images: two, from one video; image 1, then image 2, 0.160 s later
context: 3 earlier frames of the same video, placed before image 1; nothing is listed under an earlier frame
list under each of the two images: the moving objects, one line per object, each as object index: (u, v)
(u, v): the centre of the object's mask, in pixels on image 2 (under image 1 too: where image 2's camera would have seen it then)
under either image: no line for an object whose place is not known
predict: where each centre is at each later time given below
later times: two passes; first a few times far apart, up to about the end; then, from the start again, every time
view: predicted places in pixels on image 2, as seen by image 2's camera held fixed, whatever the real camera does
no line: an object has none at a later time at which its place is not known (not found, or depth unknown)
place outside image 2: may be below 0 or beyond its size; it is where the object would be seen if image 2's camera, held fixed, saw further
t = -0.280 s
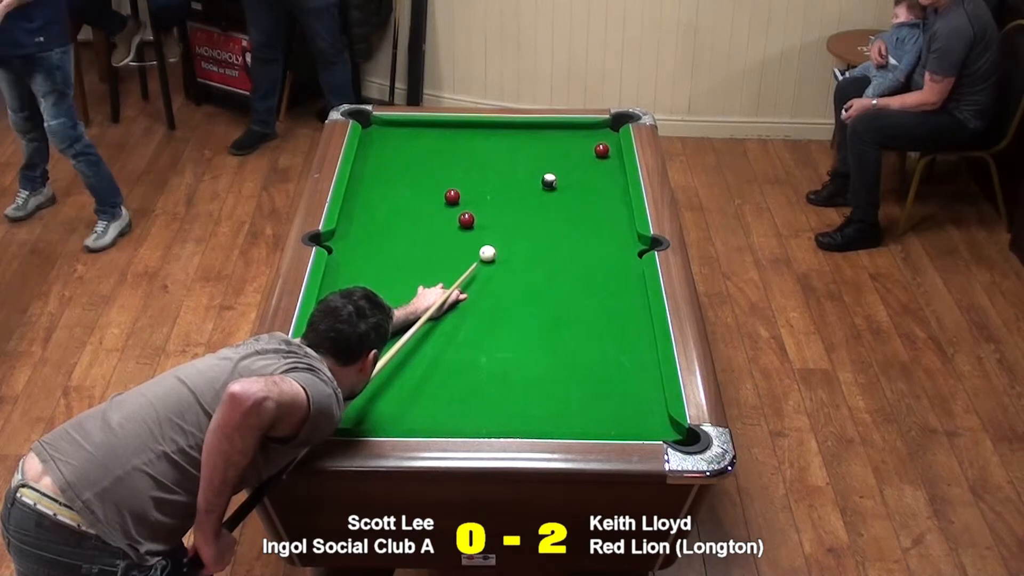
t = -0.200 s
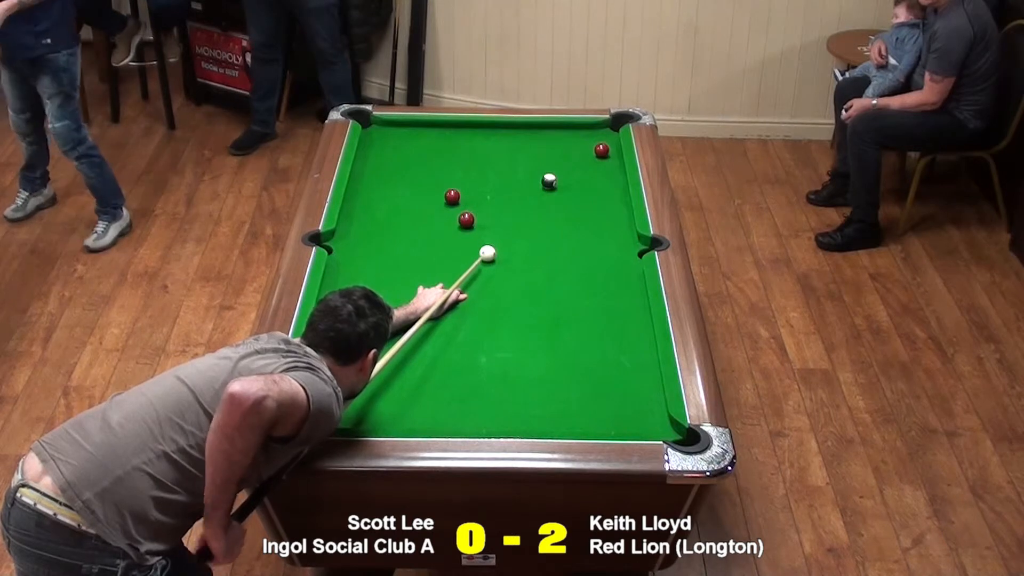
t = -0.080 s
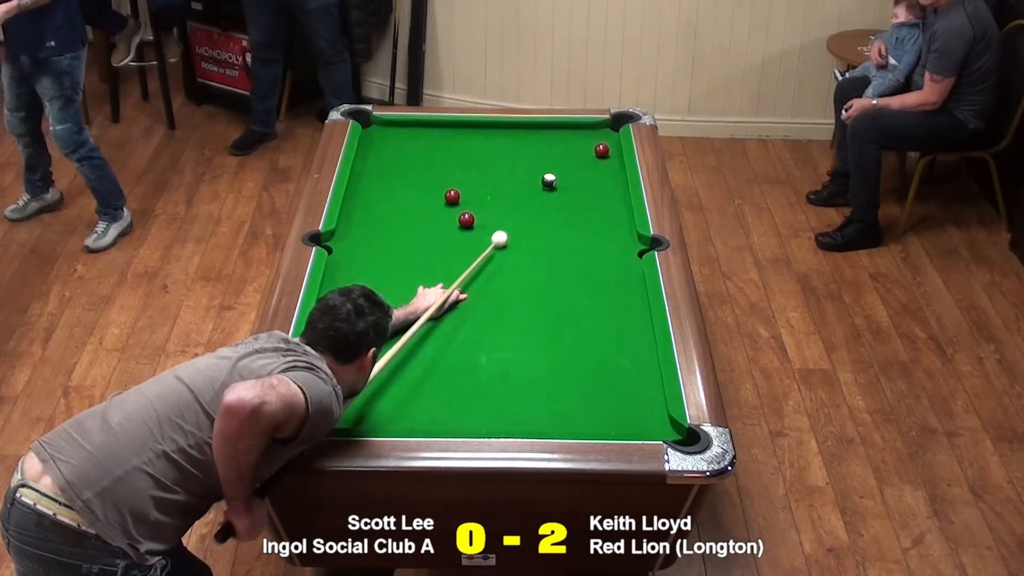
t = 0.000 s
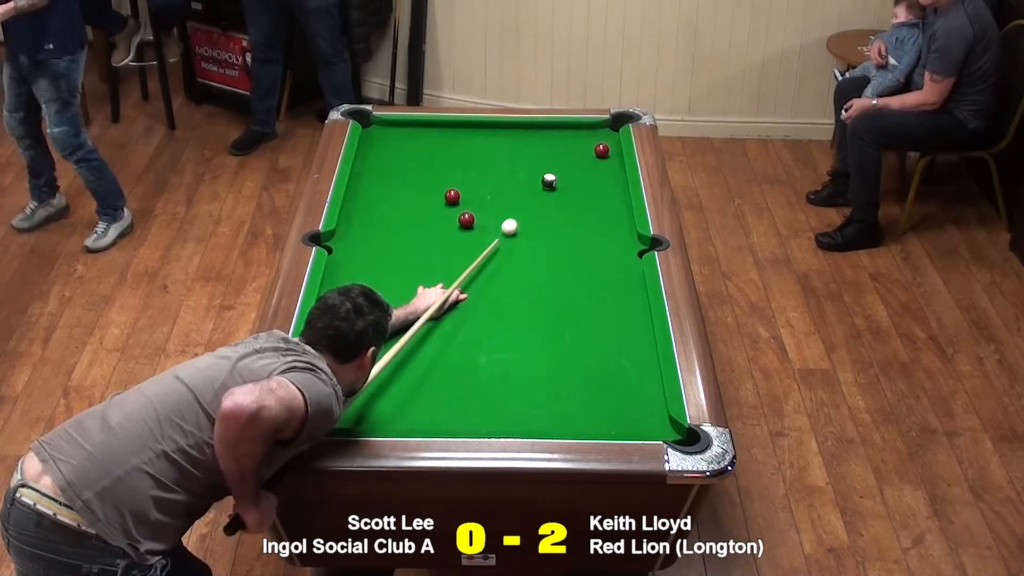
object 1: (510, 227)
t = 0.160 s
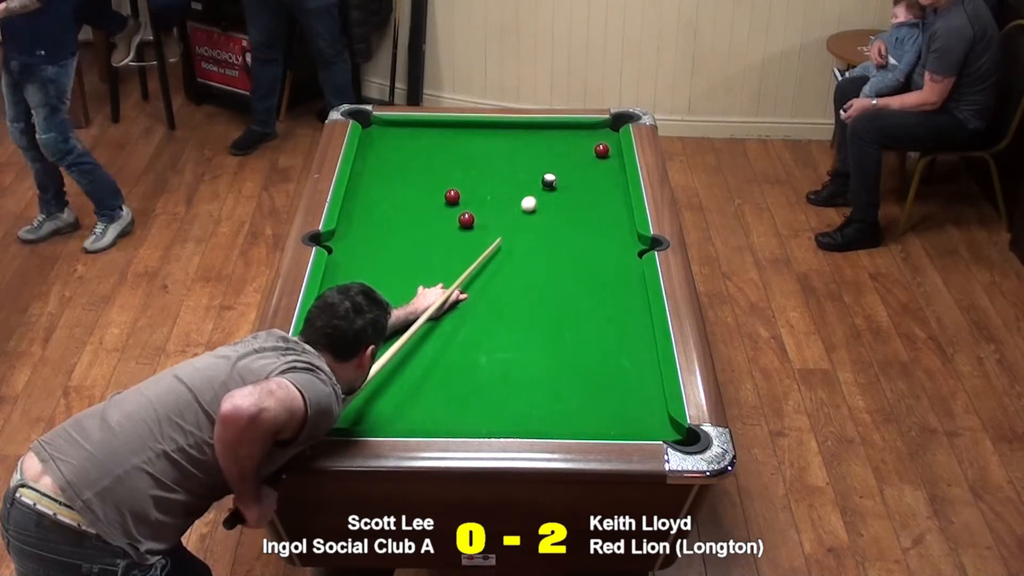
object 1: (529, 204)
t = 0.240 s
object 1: (538, 193)
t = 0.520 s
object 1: (540, 184)
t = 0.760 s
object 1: (539, 178)
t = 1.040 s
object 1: (539, 173)
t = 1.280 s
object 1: (539, 170)
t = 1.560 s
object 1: (538, 167)
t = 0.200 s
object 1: (533, 198)
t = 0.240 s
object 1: (538, 193)
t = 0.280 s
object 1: (542, 188)
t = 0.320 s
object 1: (541, 188)
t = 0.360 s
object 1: (540, 187)
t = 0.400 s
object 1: (540, 186)
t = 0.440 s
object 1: (540, 185)
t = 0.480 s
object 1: (540, 185)
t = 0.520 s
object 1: (540, 184)
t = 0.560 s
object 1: (540, 183)
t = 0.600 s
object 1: (540, 182)
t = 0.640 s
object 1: (540, 181)
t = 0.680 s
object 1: (540, 180)
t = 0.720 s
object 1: (540, 179)
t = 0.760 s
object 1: (539, 178)
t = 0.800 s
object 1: (539, 178)
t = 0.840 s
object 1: (539, 177)
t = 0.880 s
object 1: (539, 176)
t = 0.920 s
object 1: (539, 175)
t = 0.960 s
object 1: (539, 175)
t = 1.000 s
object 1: (539, 174)
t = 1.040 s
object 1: (539, 173)
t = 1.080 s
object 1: (539, 173)
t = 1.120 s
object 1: (539, 172)
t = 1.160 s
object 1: (539, 171)
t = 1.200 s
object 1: (539, 171)
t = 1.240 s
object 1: (539, 170)
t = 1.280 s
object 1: (539, 170)
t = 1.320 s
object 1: (538, 169)
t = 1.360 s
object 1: (538, 169)
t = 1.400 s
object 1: (538, 168)
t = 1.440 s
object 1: (538, 168)
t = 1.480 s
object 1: (538, 168)
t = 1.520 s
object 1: (538, 167)
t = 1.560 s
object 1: (538, 167)
